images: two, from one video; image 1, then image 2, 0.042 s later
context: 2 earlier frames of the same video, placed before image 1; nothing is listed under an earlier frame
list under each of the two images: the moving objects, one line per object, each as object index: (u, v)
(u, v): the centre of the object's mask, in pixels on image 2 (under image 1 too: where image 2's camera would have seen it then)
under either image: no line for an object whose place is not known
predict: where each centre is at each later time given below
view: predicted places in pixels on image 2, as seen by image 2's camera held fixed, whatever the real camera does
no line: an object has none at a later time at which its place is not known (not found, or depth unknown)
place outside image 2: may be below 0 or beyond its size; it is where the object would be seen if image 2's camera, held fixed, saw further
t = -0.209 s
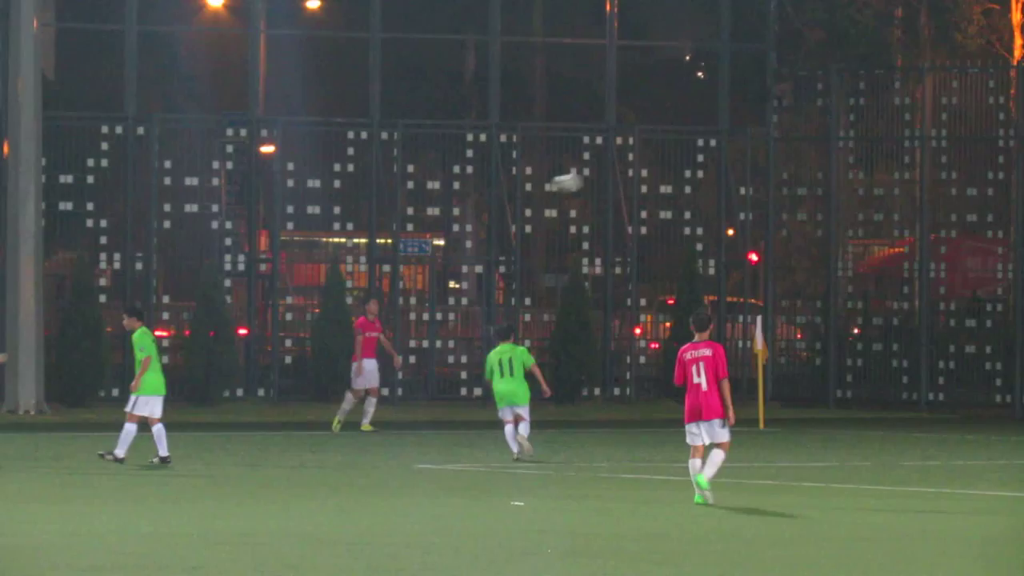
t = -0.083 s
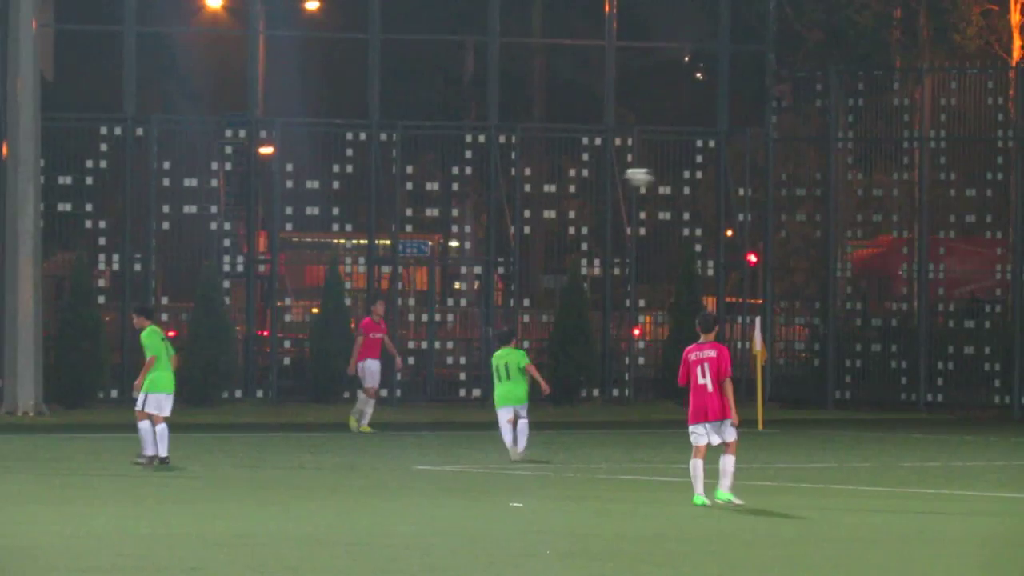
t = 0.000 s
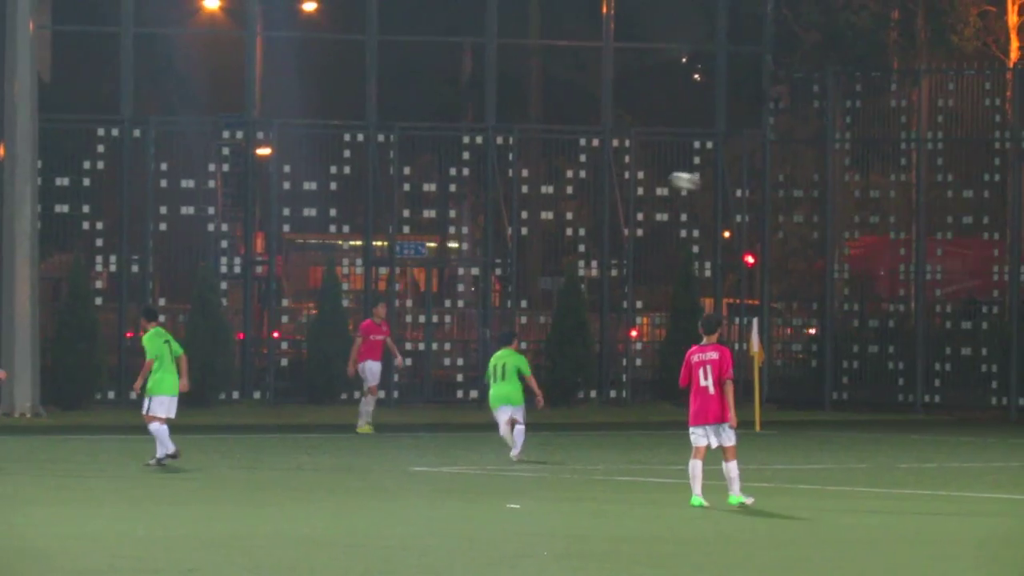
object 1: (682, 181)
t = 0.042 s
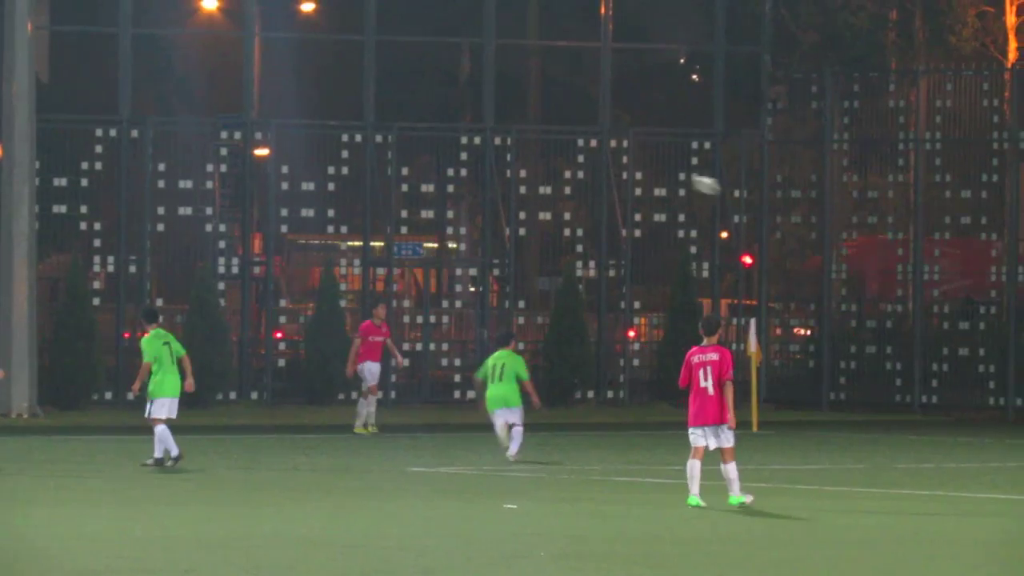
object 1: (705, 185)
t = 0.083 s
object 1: (731, 191)
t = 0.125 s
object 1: (753, 197)
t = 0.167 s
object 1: (777, 205)
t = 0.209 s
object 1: (800, 214)
